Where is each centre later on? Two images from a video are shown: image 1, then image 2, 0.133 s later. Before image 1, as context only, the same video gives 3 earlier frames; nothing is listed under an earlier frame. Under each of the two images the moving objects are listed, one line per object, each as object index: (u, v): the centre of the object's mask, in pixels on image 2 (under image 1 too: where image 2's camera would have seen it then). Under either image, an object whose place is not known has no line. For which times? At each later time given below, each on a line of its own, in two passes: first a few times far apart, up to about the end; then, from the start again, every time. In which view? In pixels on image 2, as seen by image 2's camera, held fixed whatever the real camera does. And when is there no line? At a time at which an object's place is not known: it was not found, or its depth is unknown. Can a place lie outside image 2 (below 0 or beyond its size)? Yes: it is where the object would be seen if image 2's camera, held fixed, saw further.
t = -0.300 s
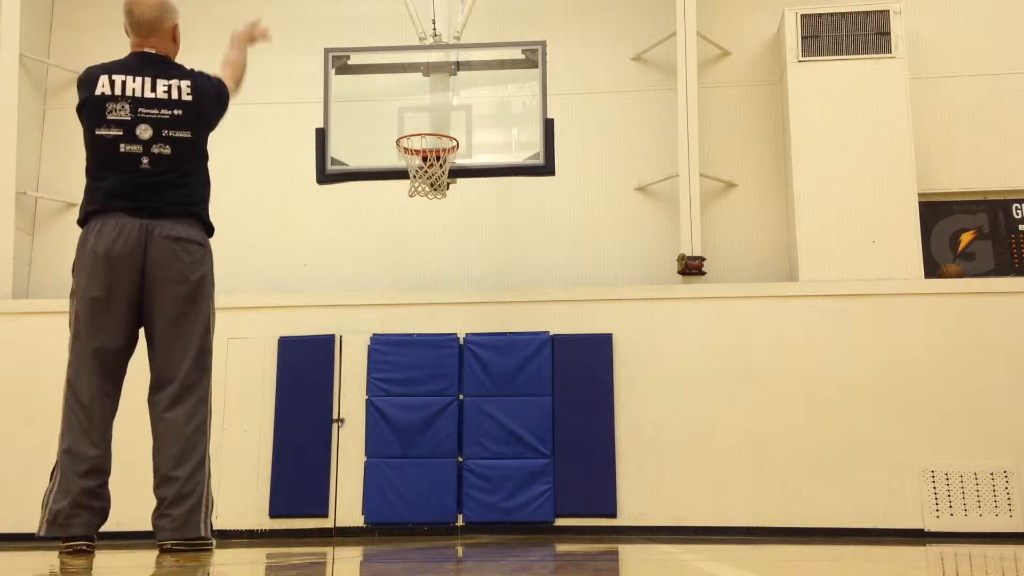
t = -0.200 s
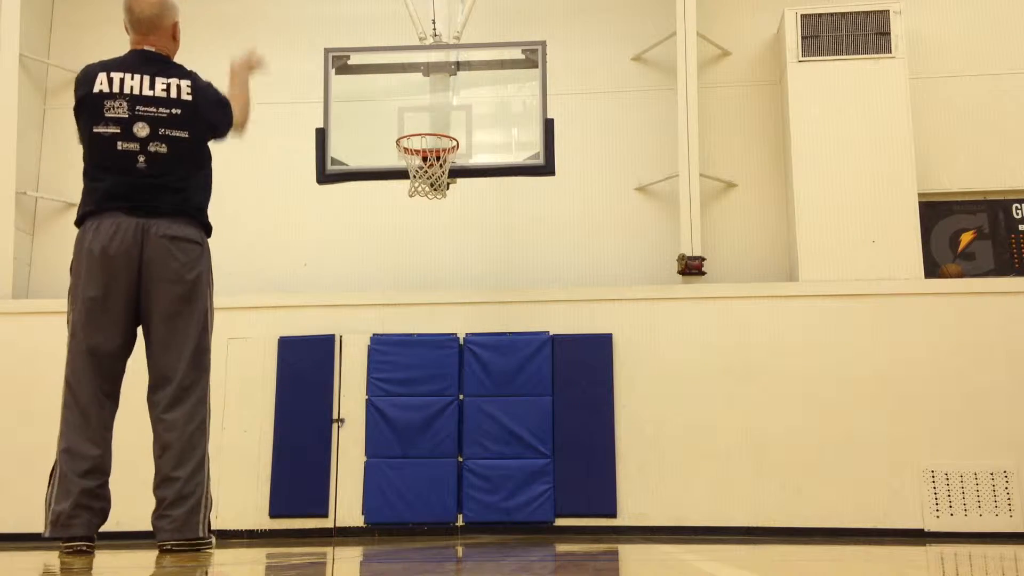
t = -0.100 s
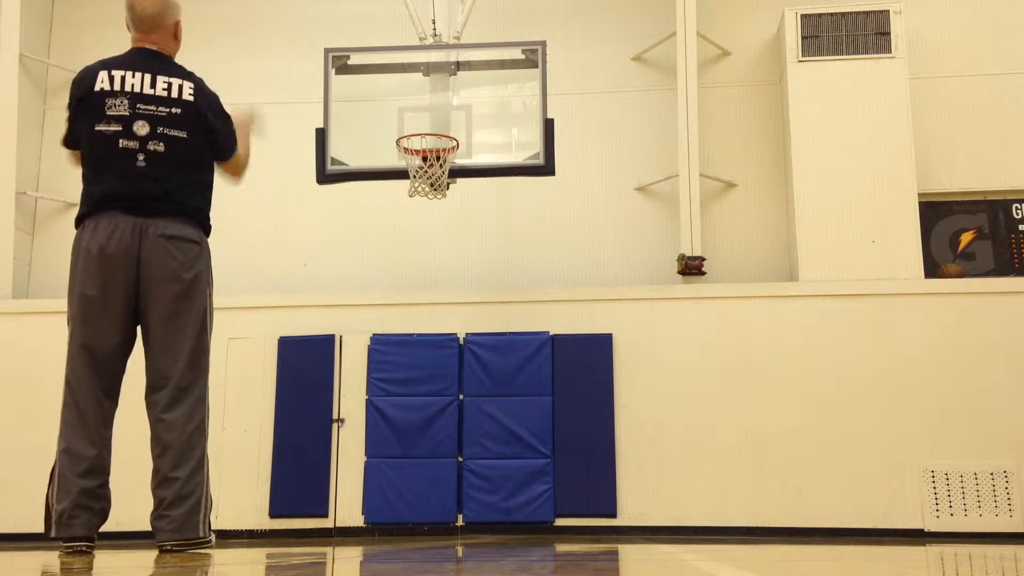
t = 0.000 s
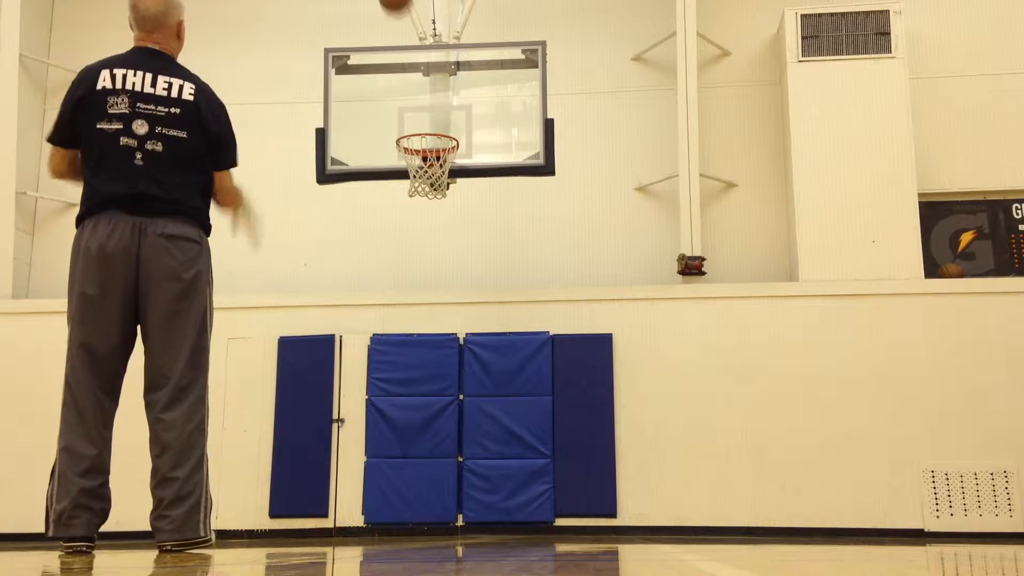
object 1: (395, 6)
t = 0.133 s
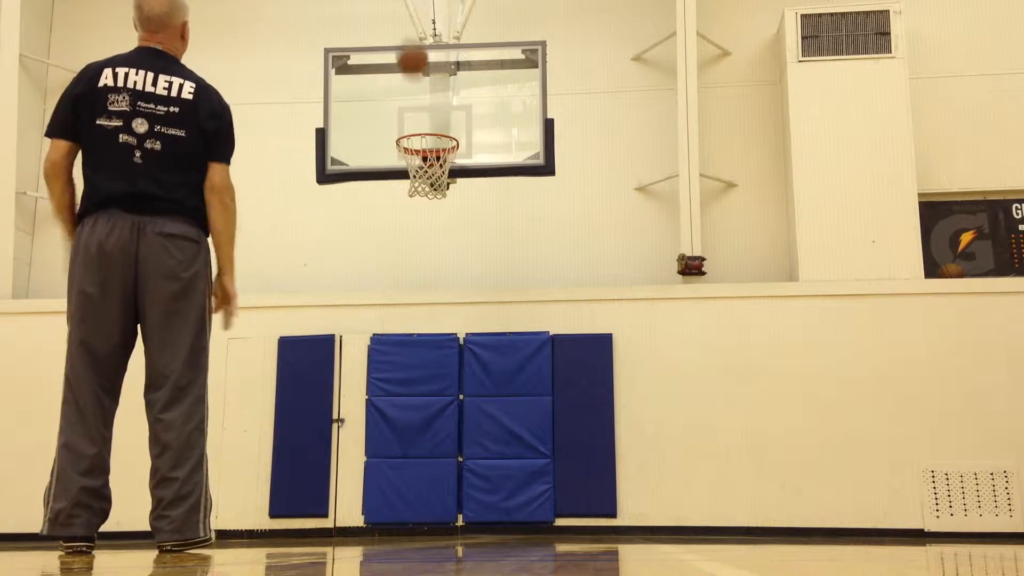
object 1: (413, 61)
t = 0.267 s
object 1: (426, 135)
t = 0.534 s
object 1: (424, 177)
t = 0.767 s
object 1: (424, 204)
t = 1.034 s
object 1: (423, 323)
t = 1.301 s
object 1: (421, 509)
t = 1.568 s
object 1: (428, 372)
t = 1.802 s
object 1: (433, 334)
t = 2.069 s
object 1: (437, 373)
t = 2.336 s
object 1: (440, 509)
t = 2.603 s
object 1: (446, 430)
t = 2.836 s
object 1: (449, 414)
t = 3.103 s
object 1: (452, 480)
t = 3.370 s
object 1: (456, 467)
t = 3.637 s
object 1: (459, 460)
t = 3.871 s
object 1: (461, 515)
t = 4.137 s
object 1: (467, 476)
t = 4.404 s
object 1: (473, 518)
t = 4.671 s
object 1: (480, 491)
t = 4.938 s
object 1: (488, 505)
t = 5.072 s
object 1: (490, 501)
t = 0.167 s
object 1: (416, 76)
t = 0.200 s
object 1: (420, 94)
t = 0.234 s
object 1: (423, 113)
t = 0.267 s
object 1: (426, 135)
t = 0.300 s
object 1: (431, 152)
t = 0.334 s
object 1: (430, 158)
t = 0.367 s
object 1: (426, 187)
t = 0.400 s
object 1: (423, 189)
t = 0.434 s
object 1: (423, 187)
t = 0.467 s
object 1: (423, 182)
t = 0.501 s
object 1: (424, 180)
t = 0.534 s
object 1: (424, 177)
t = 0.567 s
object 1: (423, 177)
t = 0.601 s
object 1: (423, 177)
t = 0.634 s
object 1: (423, 179)
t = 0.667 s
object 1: (424, 181)
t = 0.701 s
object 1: (424, 188)
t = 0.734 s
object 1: (424, 195)
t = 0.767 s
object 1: (424, 204)
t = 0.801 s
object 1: (423, 213)
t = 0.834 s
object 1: (424, 224)
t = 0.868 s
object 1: (424, 236)
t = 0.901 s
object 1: (423, 250)
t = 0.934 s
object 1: (423, 265)
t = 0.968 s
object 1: (423, 281)
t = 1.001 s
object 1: (423, 299)
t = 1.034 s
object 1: (423, 323)
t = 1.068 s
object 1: (423, 349)
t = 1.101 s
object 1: (422, 368)
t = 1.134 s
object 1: (422, 392)
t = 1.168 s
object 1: (421, 422)
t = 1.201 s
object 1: (421, 451)
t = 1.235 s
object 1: (420, 484)
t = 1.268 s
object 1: (420, 514)
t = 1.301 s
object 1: (421, 509)
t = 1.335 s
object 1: (423, 484)
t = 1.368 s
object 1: (423, 464)
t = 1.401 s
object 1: (424, 445)
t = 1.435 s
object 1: (425, 426)
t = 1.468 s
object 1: (426, 411)
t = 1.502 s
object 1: (426, 396)
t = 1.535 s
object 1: (427, 383)
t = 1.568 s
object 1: (428, 372)
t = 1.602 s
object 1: (429, 362)
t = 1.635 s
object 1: (430, 355)
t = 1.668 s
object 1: (431, 348)
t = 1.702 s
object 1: (432, 342)
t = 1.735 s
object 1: (432, 338)
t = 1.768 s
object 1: (433, 336)
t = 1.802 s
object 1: (433, 334)
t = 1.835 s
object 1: (434, 334)
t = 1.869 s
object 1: (434, 335)
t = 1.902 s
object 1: (435, 338)
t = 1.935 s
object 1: (436, 342)
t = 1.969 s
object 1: (436, 347)
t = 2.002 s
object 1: (437, 354)
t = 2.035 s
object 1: (437, 362)
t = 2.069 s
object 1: (437, 373)
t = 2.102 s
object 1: (439, 384)
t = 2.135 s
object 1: (439, 397)
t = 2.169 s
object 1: (439, 412)
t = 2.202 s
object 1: (440, 427)
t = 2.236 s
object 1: (440, 446)
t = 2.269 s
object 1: (441, 465)
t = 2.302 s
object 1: (441, 485)
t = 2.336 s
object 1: (440, 509)
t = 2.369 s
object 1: (441, 515)
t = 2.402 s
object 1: (442, 499)
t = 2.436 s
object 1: (443, 483)
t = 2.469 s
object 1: (443, 470)
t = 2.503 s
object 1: (444, 458)
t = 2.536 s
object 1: (445, 447)
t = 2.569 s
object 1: (445, 437)
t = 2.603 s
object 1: (446, 430)
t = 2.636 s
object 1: (447, 424)
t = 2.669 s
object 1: (447, 418)
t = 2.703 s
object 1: (447, 415)
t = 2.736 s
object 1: (448, 413)
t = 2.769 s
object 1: (449, 413)
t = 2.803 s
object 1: (449, 413)
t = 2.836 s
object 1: (449, 414)
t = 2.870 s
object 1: (450, 417)
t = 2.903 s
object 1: (450, 422)
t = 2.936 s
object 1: (451, 428)
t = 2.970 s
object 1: (451, 435)
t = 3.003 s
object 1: (451, 444)
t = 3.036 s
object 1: (452, 455)
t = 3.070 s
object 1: (452, 467)
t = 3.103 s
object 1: (452, 480)
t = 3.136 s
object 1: (453, 496)
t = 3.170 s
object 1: (453, 513)
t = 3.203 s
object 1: (453, 516)
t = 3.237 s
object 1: (454, 503)
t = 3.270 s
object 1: (455, 493)
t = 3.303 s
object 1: (455, 482)
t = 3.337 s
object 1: (456, 474)
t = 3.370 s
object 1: (456, 467)
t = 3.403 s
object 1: (457, 461)
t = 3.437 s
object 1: (457, 457)
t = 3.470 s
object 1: (457, 454)
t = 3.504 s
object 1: (458, 453)
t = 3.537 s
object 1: (458, 453)
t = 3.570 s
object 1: (458, 453)
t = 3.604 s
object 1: (459, 456)
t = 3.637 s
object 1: (459, 460)
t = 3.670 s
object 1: (460, 466)
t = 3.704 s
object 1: (460, 473)
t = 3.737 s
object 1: (460, 480)
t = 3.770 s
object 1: (461, 491)
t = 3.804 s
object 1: (461, 502)
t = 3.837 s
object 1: (461, 515)
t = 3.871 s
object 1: (461, 515)
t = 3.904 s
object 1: (463, 506)
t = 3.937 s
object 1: (463, 498)
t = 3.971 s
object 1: (464, 492)
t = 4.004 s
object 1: (465, 485)
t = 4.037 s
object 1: (466, 480)
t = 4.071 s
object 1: (466, 478)
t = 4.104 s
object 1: (467, 477)
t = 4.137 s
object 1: (467, 476)
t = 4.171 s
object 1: (469, 477)
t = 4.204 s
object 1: (469, 479)
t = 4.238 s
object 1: (470, 484)
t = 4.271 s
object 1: (471, 489)
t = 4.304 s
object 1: (471, 496)
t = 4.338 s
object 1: (472, 504)
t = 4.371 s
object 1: (472, 515)
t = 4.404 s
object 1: (473, 518)
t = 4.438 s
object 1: (474, 511)
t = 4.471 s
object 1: (475, 504)
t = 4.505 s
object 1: (476, 499)
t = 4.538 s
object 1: (477, 495)
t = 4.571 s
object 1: (478, 492)
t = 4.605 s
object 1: (479, 491)
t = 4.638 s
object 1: (480, 491)
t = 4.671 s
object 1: (480, 491)
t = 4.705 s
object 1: (481, 494)
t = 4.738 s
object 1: (482, 499)
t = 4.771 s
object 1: (483, 505)
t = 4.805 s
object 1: (484, 512)
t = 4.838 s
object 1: (486, 519)
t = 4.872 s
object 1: (486, 516)
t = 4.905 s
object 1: (487, 511)
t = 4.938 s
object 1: (488, 505)
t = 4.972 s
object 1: (488, 503)
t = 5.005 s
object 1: (489, 500)
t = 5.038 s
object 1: (489, 500)
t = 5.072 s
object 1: (490, 501)
